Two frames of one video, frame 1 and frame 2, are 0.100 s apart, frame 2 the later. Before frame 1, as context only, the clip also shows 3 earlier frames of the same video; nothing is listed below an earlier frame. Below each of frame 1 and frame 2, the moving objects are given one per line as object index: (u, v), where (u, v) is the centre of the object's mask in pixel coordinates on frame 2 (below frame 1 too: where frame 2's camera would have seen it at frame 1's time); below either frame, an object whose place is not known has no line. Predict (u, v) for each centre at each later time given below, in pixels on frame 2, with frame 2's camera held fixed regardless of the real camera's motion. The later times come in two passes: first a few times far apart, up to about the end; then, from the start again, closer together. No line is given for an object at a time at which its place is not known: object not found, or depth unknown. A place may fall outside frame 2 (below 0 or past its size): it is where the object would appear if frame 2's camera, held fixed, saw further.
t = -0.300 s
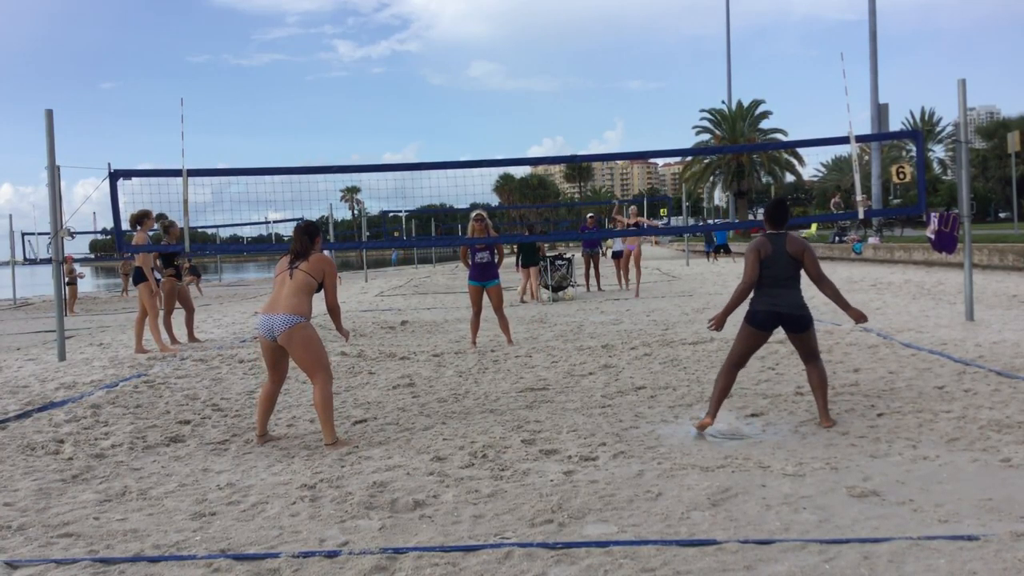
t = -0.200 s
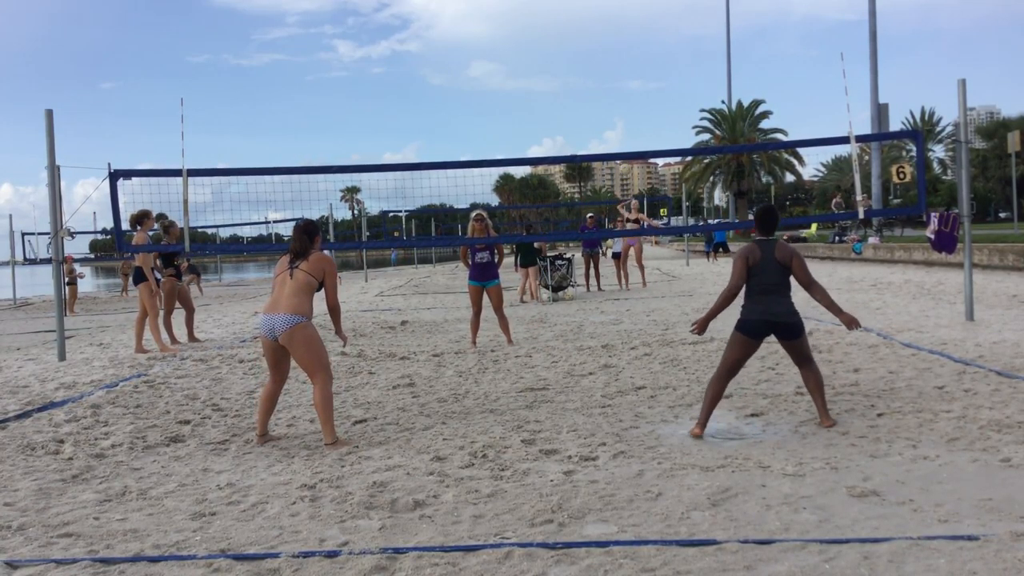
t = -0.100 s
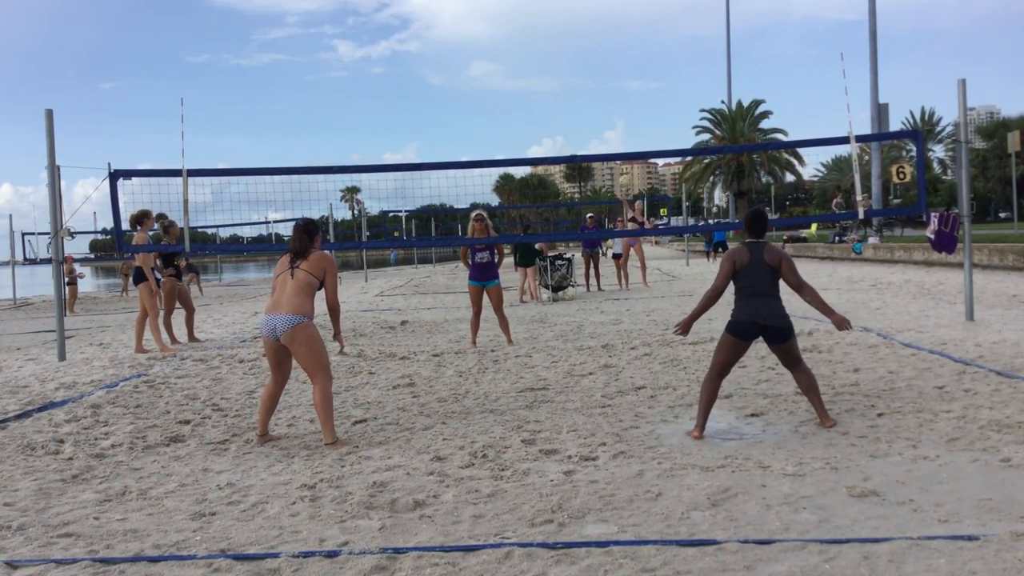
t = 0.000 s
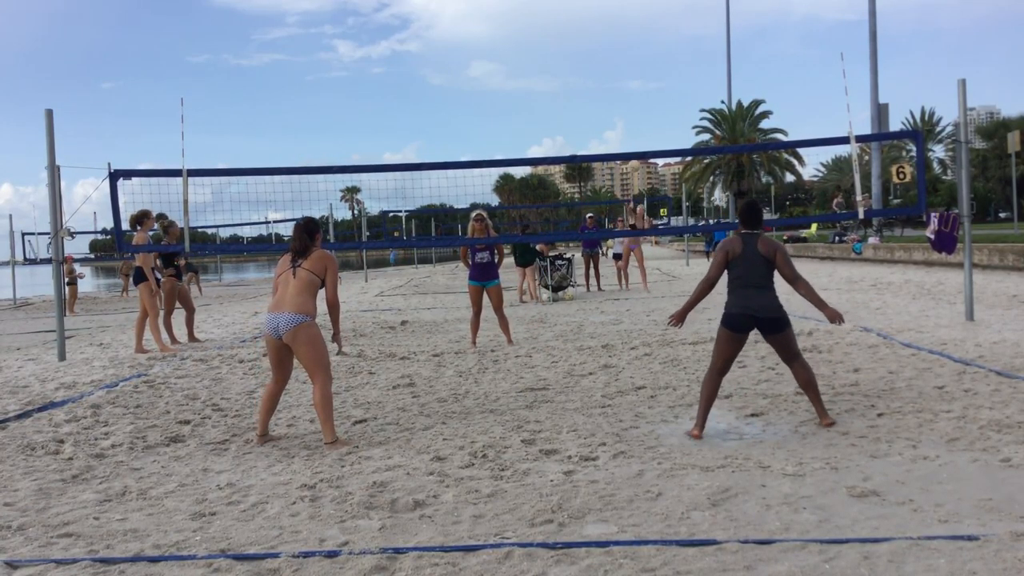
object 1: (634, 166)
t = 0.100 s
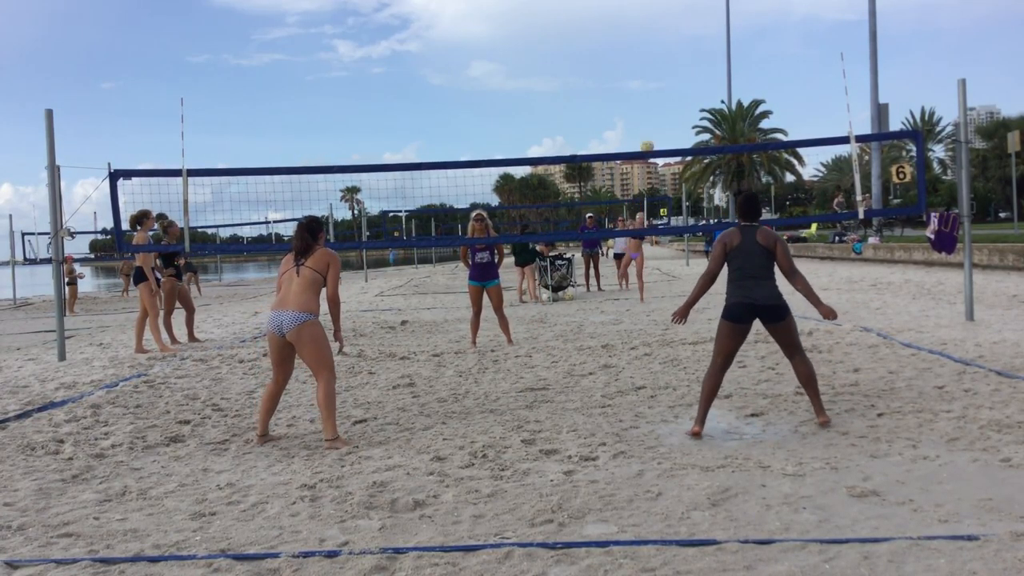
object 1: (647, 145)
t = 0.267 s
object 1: (673, 120)
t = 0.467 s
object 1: (708, 107)
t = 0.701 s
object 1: (766, 145)
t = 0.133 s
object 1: (652, 140)
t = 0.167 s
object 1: (657, 134)
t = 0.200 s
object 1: (662, 129)
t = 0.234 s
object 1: (668, 124)
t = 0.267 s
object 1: (673, 120)
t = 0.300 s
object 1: (679, 116)
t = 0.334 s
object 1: (684, 113)
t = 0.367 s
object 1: (690, 110)
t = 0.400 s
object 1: (696, 108)
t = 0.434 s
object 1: (702, 107)
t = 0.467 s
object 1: (708, 107)
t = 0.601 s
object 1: (738, 118)
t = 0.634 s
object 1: (746, 125)
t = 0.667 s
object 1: (755, 134)
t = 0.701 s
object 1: (766, 145)
